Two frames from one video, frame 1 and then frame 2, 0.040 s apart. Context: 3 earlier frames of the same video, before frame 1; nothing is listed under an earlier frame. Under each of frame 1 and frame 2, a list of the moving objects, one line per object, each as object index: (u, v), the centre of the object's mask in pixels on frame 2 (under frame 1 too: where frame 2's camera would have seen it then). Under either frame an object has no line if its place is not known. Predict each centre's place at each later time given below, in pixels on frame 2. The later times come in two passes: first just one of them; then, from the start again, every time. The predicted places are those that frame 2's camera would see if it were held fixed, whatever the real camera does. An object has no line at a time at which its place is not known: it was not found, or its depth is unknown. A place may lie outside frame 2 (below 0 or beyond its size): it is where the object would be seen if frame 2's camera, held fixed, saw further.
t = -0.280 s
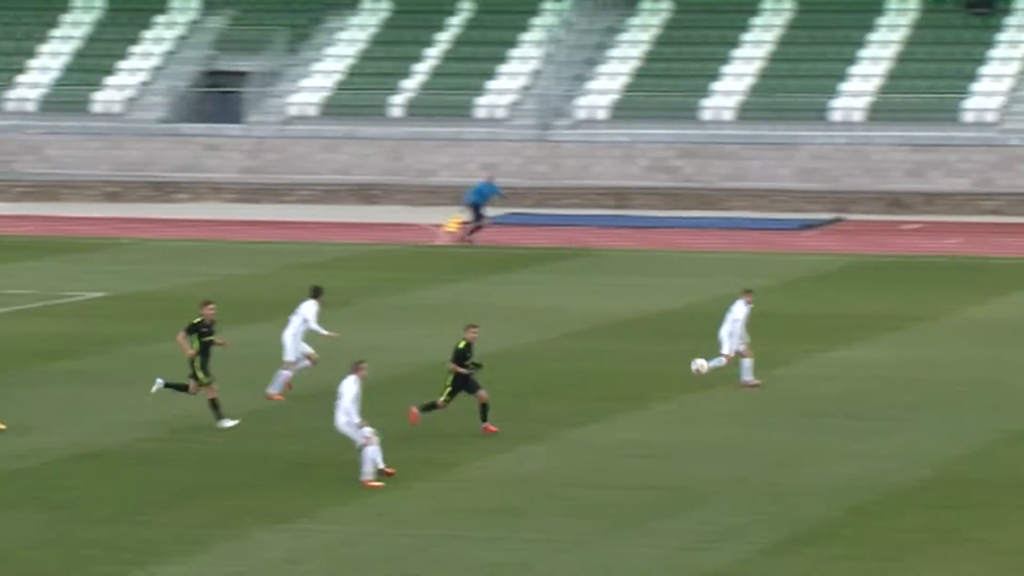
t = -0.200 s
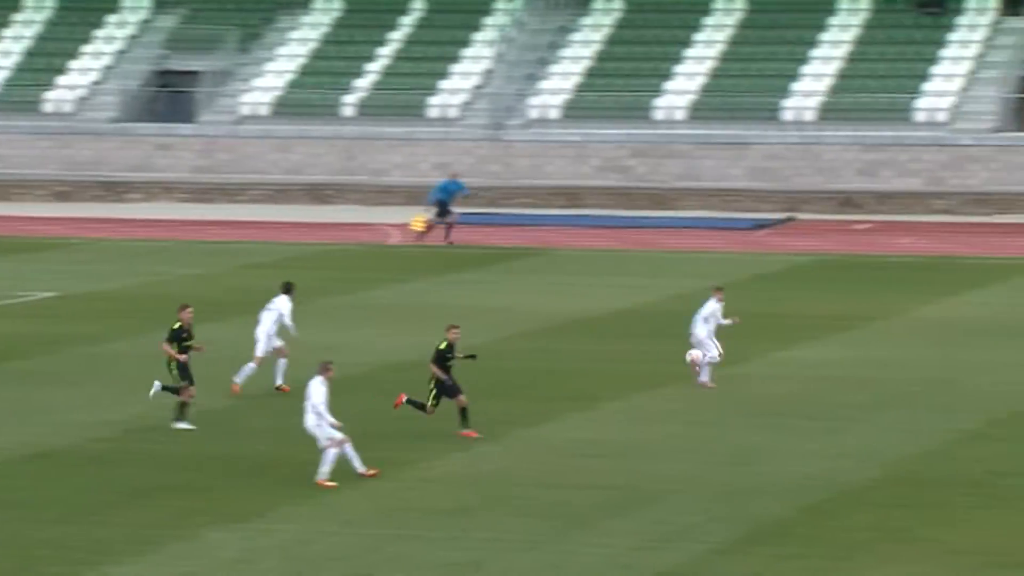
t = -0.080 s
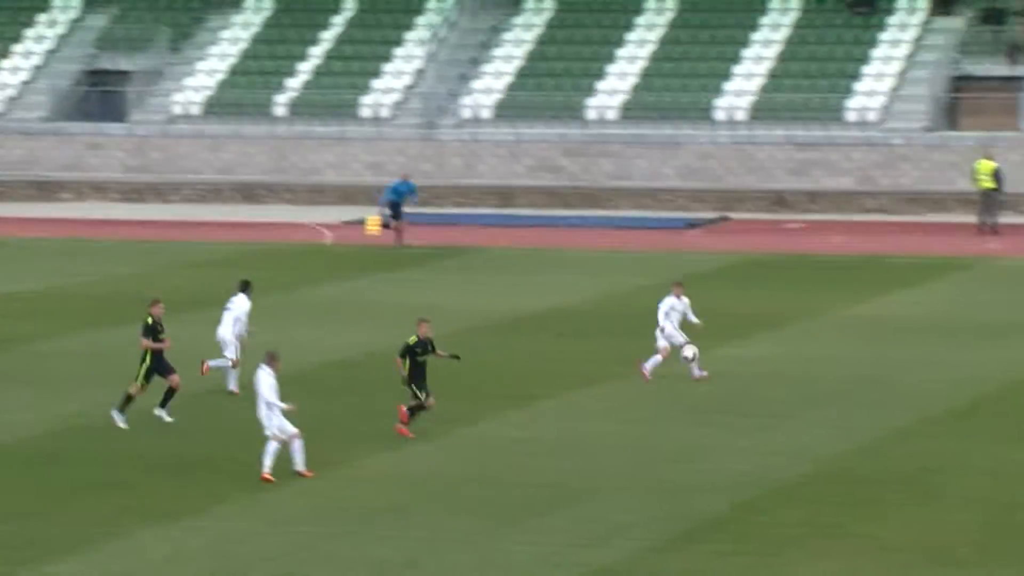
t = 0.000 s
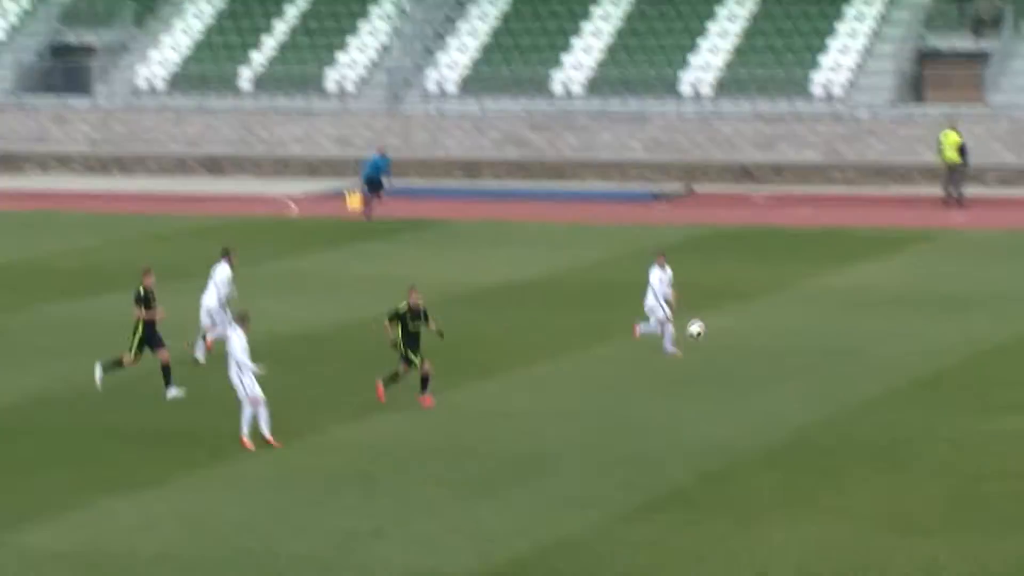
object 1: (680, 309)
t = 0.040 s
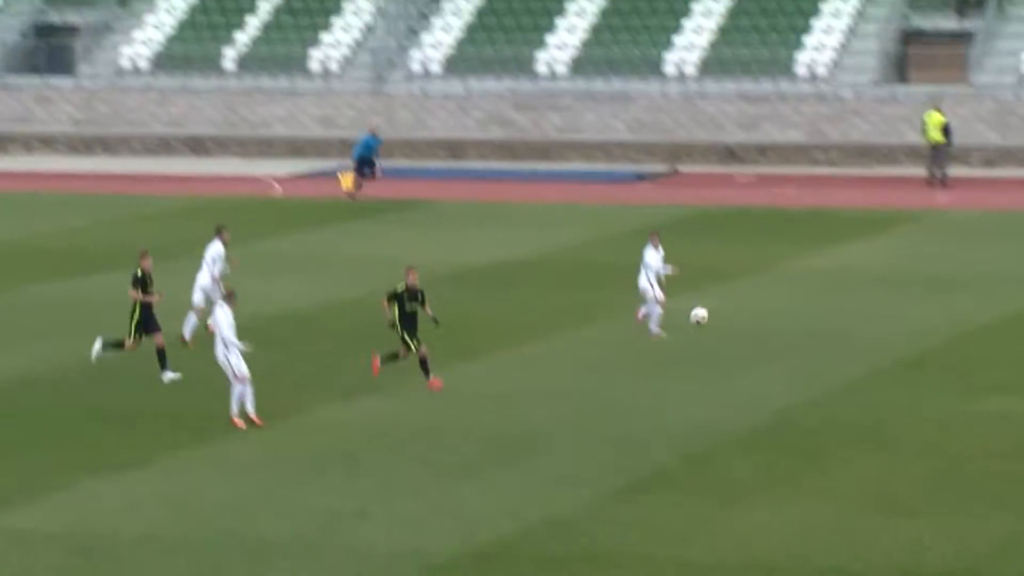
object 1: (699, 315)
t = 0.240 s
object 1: (794, 364)
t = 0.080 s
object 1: (719, 321)
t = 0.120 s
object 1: (737, 330)
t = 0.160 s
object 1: (757, 340)
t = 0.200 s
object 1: (775, 351)
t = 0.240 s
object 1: (794, 364)
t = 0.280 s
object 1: (813, 378)
